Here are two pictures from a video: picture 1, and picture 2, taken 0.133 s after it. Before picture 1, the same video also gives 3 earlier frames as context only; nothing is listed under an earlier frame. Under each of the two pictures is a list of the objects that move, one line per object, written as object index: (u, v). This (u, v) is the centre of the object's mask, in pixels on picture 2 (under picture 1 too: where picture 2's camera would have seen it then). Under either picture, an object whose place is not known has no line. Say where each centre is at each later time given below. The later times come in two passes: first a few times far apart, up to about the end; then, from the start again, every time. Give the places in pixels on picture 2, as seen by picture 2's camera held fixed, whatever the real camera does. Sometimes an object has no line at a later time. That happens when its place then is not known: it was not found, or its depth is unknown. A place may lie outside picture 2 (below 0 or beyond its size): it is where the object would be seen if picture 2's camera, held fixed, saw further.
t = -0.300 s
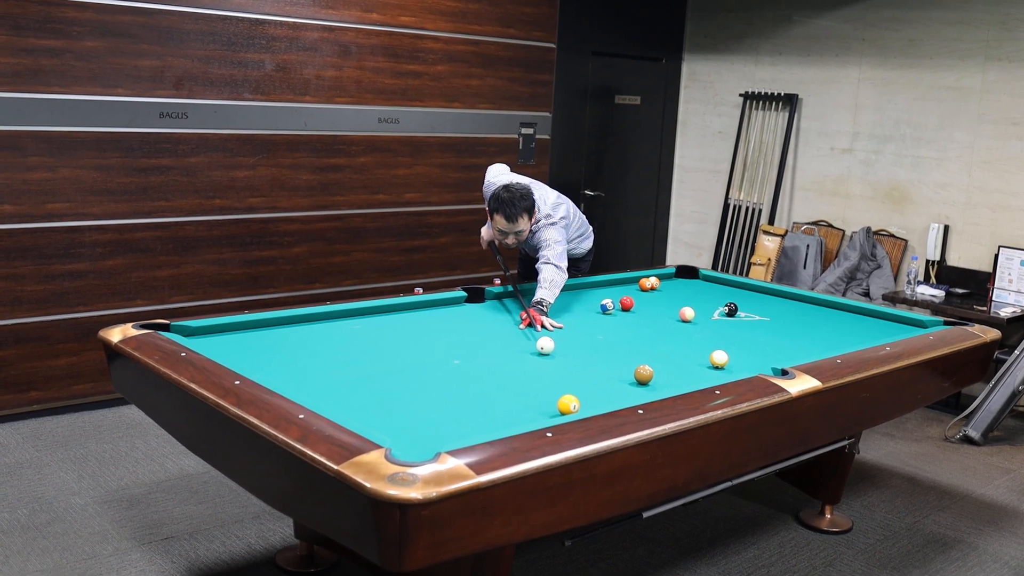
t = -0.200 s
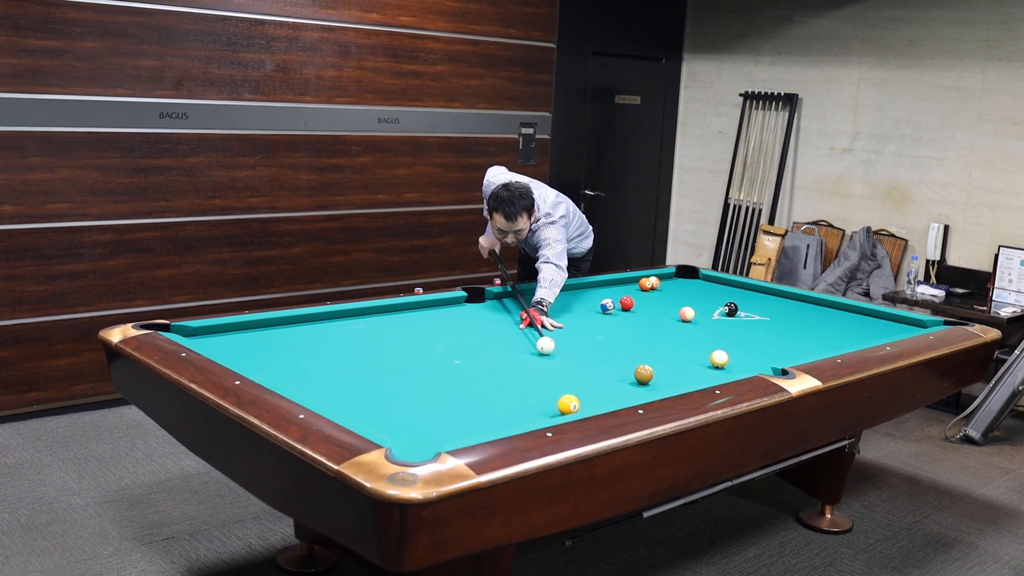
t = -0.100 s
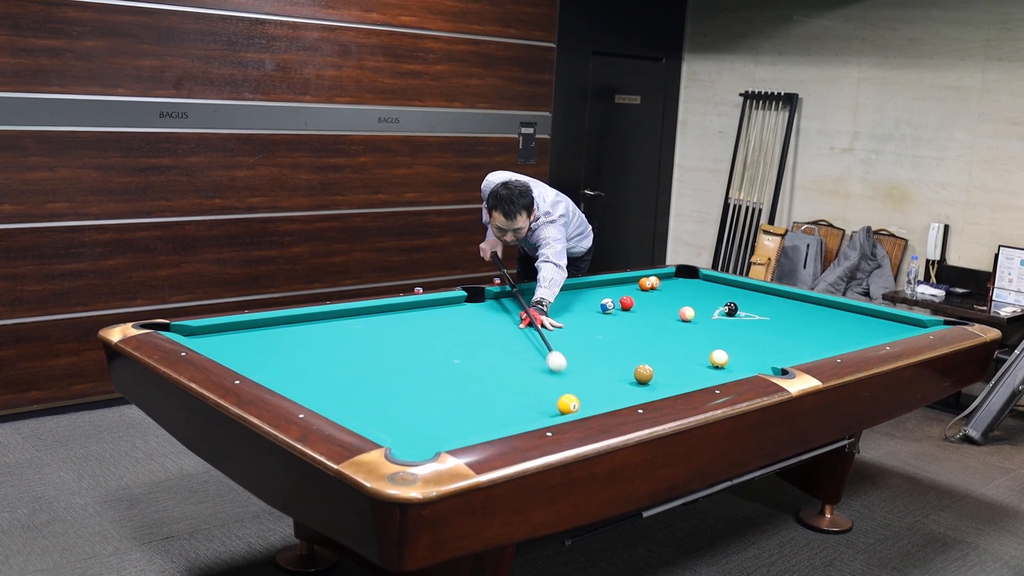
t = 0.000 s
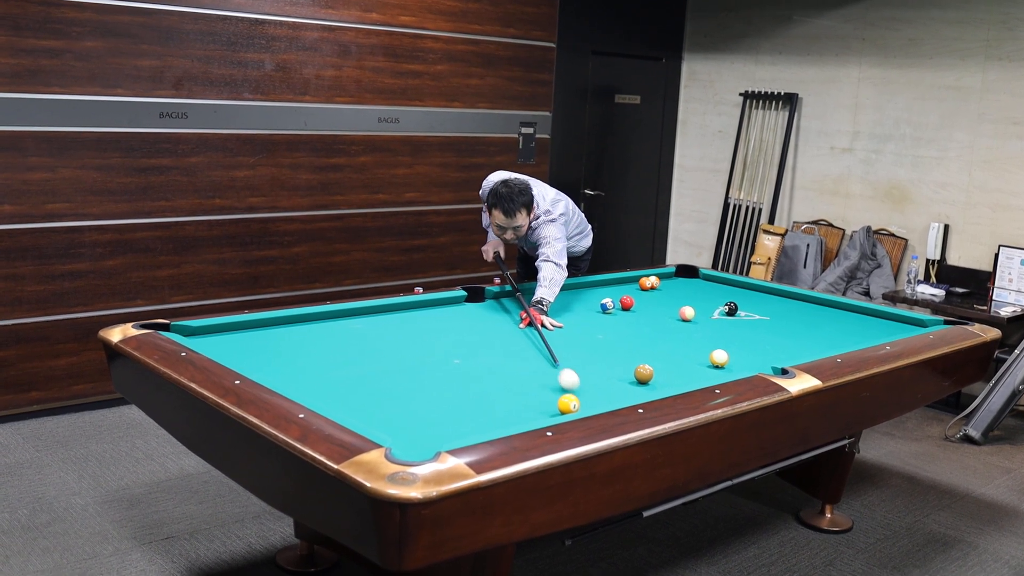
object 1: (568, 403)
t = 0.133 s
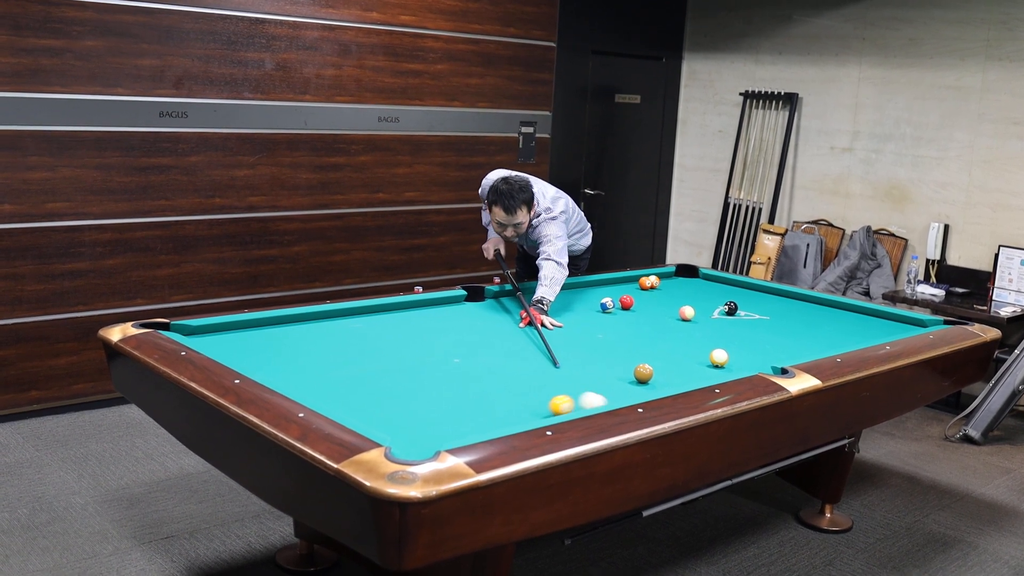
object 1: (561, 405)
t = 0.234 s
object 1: (539, 411)
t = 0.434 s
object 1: (500, 422)
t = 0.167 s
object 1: (553, 407)
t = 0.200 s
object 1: (546, 409)
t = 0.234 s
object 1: (539, 411)
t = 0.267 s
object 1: (532, 413)
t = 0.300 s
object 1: (526, 415)
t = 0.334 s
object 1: (520, 417)
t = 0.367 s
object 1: (513, 418)
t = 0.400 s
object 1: (507, 420)
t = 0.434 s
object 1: (500, 422)
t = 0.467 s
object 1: (494, 424)
